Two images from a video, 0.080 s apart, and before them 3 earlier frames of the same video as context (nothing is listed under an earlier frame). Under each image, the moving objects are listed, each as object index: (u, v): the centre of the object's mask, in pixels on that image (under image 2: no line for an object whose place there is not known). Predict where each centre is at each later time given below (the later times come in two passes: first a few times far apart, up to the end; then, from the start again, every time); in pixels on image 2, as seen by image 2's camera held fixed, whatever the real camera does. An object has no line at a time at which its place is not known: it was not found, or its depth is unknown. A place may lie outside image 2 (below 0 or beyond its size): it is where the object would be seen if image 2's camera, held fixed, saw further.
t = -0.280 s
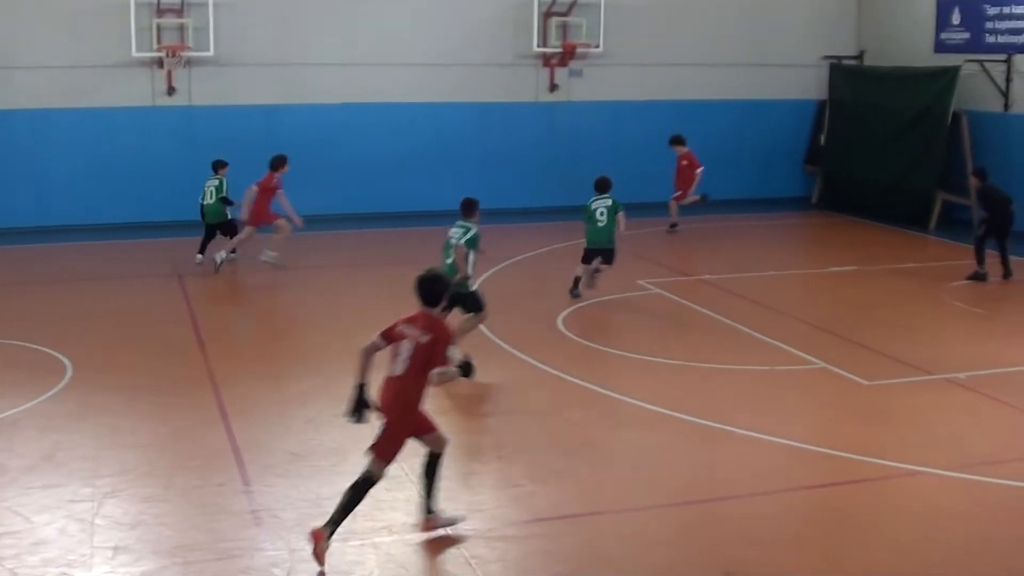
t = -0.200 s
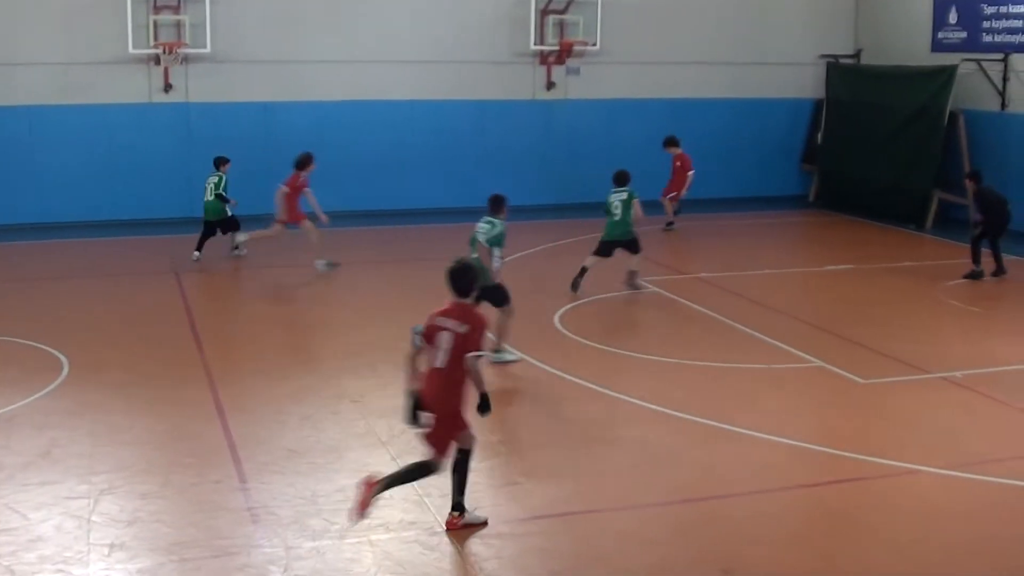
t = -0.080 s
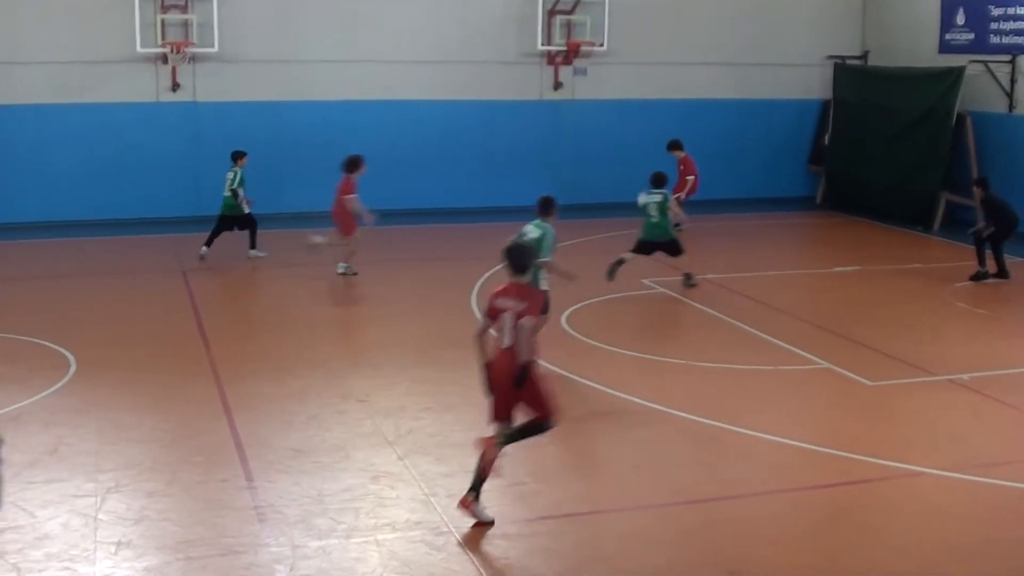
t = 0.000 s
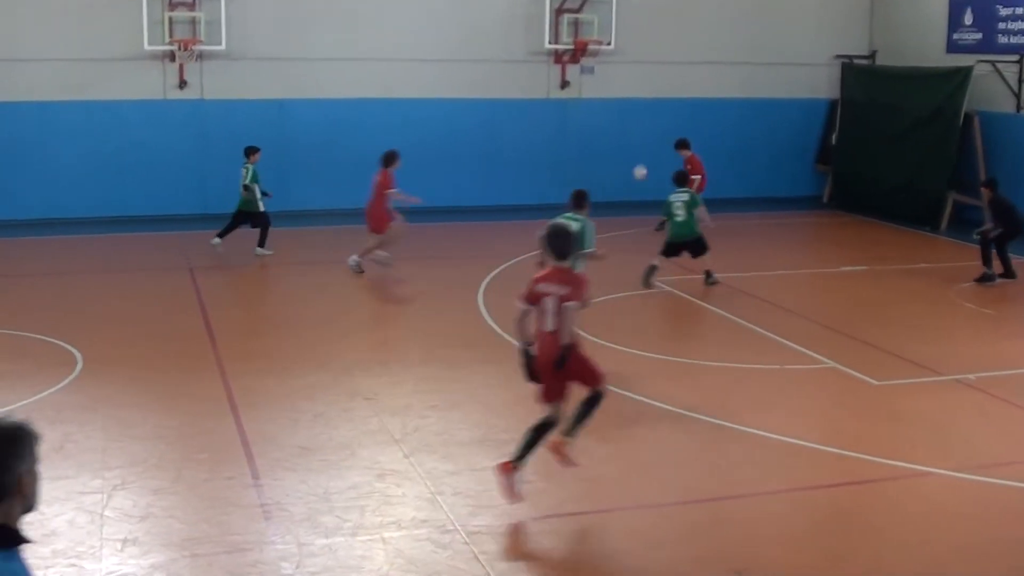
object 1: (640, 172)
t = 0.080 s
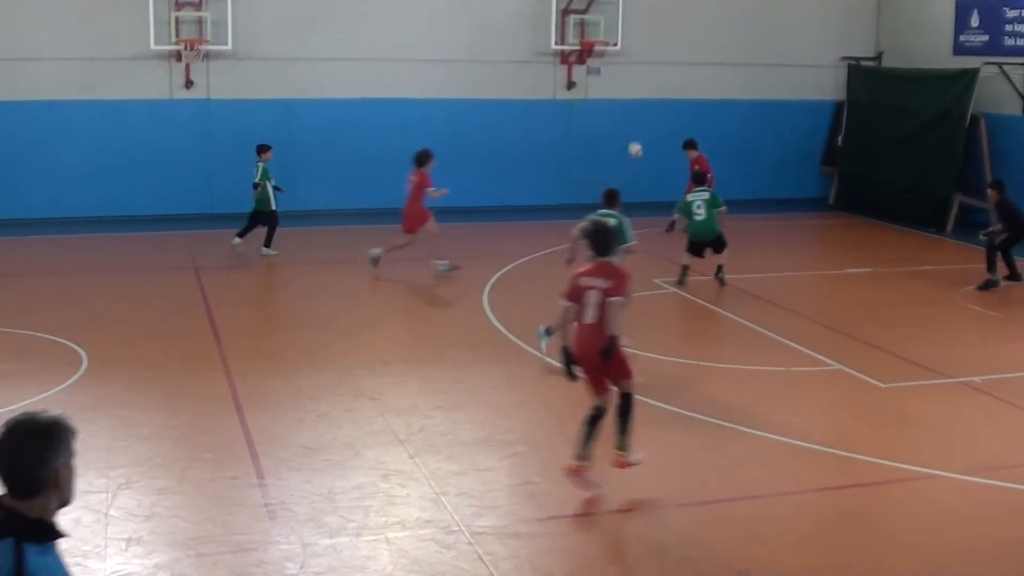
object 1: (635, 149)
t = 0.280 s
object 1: (610, 103)
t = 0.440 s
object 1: (588, 81)
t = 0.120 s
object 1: (630, 138)
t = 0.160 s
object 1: (625, 128)
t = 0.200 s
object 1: (620, 119)
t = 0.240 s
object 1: (615, 109)
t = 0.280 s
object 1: (610, 103)
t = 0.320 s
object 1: (605, 96)
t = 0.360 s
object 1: (600, 89)
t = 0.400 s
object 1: (594, 85)
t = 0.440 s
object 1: (588, 81)
